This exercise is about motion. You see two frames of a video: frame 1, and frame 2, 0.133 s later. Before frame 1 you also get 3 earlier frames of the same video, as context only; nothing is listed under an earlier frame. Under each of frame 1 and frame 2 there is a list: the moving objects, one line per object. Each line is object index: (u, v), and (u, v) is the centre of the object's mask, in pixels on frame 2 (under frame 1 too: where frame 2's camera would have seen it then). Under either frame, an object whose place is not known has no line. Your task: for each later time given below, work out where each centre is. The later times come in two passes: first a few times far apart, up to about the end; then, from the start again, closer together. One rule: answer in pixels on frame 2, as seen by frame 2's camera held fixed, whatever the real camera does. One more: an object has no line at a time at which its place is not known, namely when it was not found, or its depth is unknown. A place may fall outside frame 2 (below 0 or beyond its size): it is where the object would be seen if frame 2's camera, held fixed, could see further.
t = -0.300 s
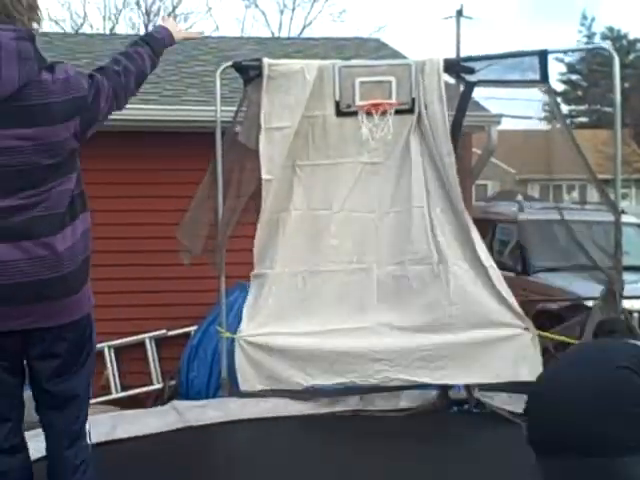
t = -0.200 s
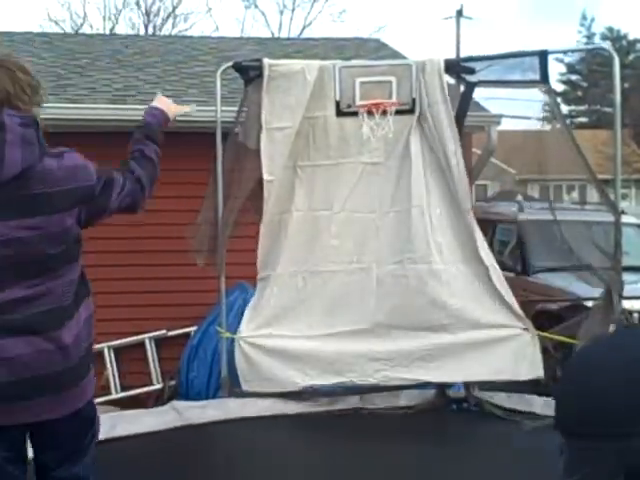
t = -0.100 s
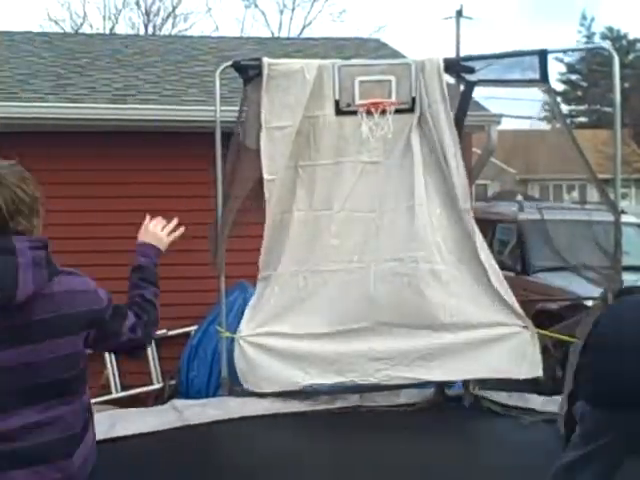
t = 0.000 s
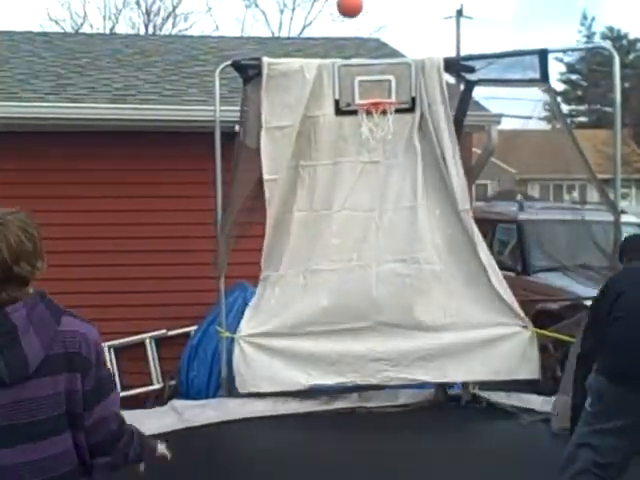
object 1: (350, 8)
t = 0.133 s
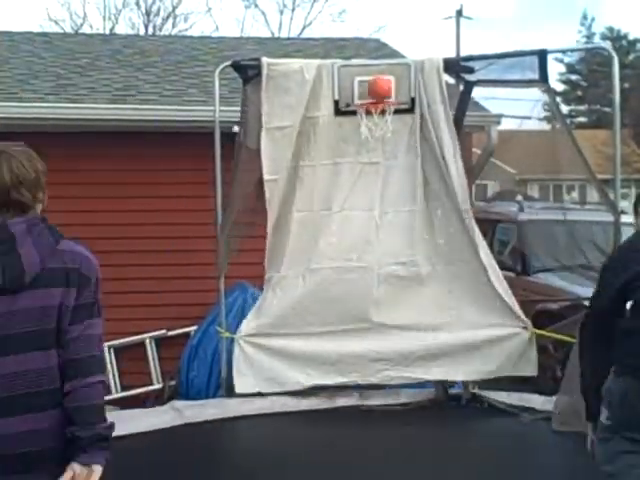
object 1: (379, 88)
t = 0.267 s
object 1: (381, 75)
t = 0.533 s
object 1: (381, 102)
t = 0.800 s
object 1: (371, 148)
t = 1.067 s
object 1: (356, 340)
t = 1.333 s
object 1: (339, 373)
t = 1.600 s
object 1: (320, 417)
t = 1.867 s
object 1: (304, 414)
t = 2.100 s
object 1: (287, 433)
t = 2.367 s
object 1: (268, 451)
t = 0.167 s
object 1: (381, 89)
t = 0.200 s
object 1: (381, 83)
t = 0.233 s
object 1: (381, 77)
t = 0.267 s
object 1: (381, 75)
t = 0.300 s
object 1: (382, 75)
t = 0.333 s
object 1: (382, 74)
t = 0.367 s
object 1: (382, 77)
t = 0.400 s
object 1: (382, 81)
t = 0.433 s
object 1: (383, 88)
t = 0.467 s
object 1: (382, 99)
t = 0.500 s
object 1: (382, 101)
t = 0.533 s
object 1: (381, 102)
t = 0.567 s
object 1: (380, 102)
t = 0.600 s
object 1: (379, 101)
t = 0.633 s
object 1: (378, 103)
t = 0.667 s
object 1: (377, 108)
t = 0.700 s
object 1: (376, 114)
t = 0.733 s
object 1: (373, 124)
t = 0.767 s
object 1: (372, 135)
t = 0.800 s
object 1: (371, 148)
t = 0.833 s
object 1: (370, 163)
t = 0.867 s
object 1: (368, 181)
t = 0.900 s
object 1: (366, 202)
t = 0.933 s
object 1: (364, 224)
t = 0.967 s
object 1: (362, 250)
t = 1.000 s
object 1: (360, 277)
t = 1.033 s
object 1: (358, 307)
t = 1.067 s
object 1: (356, 340)
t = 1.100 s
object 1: (354, 374)
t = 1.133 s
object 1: (352, 412)
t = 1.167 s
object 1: (350, 413)
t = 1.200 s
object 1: (348, 402)
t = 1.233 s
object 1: (346, 392)
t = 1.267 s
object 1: (344, 384)
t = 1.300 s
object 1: (341, 378)
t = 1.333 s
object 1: (339, 373)
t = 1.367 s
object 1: (337, 372)
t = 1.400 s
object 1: (335, 371)
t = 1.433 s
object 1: (333, 373)
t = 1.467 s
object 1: (330, 377)
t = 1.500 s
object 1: (328, 384)
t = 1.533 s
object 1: (325, 392)
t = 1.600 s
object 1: (320, 417)
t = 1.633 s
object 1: (317, 428)
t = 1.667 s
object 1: (316, 420)
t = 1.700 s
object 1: (314, 413)
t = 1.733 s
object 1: (312, 409)
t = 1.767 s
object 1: (310, 407)
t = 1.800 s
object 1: (308, 408)
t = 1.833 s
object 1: (306, 409)
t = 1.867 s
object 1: (304, 414)
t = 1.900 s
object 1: (302, 421)
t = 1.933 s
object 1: (299, 428)
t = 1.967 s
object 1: (297, 426)
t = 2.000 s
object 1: (294, 424)
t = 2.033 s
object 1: (291, 425)
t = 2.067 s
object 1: (289, 429)
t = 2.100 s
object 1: (287, 433)
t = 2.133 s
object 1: (284, 441)
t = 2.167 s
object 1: (282, 452)
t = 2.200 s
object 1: (280, 464)
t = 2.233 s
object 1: (277, 466)
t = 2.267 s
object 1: (275, 464)
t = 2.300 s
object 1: (273, 462)
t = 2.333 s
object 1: (270, 456)
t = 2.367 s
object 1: (268, 451)
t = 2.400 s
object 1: (266, 445)
